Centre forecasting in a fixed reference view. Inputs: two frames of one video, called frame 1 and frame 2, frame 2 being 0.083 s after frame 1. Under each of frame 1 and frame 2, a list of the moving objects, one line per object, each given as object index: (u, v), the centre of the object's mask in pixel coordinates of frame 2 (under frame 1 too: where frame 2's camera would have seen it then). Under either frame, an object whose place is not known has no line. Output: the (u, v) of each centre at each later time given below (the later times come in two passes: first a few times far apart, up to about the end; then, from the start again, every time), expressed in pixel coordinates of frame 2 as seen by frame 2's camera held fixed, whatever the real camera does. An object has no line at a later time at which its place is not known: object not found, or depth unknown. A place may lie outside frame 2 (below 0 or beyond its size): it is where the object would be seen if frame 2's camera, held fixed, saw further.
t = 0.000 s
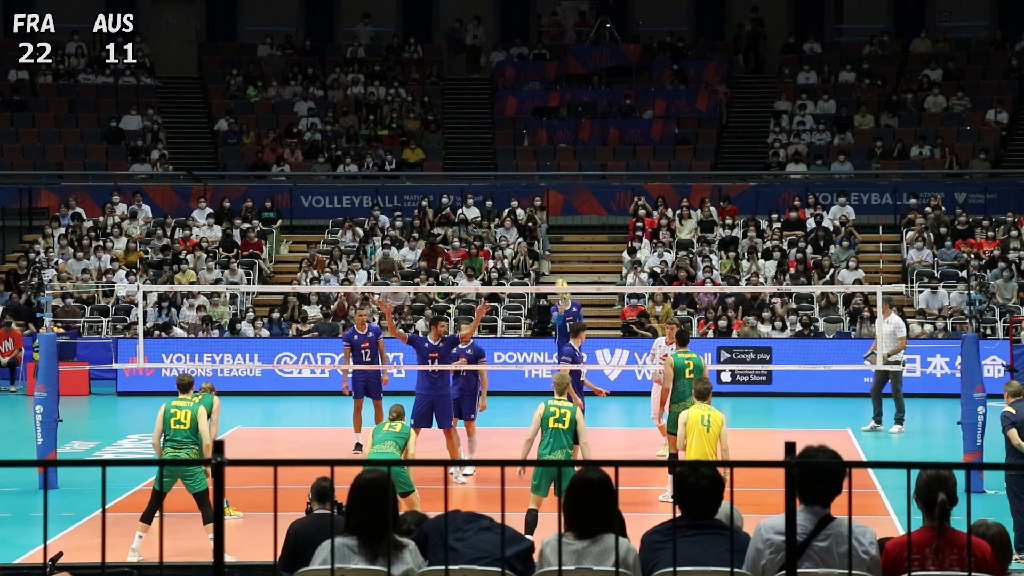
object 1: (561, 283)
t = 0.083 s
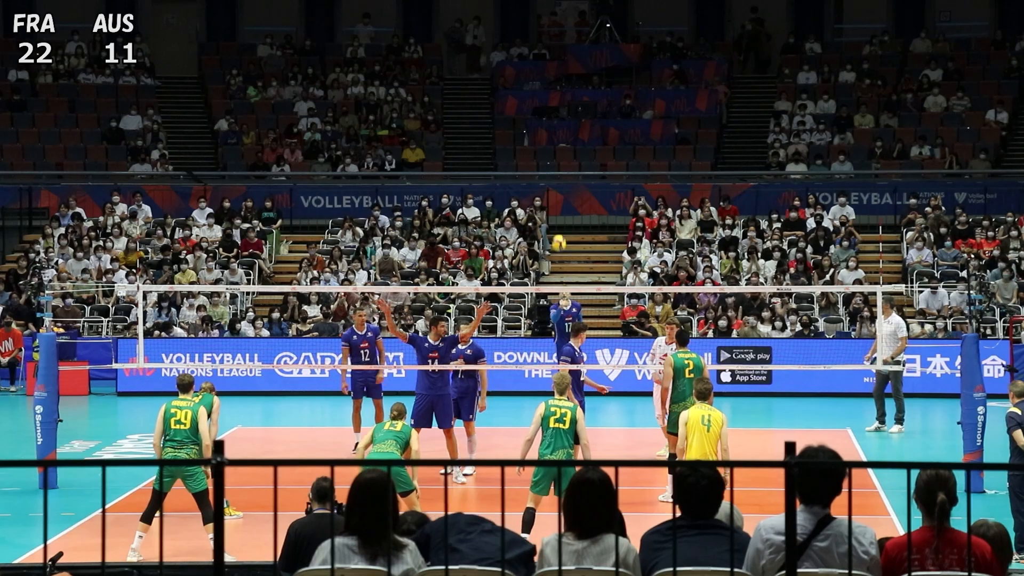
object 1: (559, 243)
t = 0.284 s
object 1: (553, 155)
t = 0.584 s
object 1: (543, 73)
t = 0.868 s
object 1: (534, 48)
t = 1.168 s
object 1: (524, 79)
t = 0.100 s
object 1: (558, 235)
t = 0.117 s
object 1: (558, 226)
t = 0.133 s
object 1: (558, 218)
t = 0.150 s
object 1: (557, 211)
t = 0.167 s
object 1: (556, 204)
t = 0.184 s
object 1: (556, 196)
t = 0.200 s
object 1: (556, 188)
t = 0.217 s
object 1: (555, 182)
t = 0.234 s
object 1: (554, 175)
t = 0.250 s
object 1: (554, 168)
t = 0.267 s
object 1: (554, 162)
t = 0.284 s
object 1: (553, 155)
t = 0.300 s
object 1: (552, 149)
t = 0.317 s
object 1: (552, 144)
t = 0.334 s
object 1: (552, 138)
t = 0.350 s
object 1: (551, 132)
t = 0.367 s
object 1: (550, 127)
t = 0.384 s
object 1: (550, 122)
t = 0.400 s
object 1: (549, 117)
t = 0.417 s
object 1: (549, 112)
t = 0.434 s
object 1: (548, 107)
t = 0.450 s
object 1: (548, 103)
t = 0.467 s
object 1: (547, 98)
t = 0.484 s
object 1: (547, 94)
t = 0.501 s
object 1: (546, 90)
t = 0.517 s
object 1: (545, 86)
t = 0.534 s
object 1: (545, 83)
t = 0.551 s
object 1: (545, 79)
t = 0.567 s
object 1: (544, 76)
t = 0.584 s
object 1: (543, 73)
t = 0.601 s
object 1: (543, 70)
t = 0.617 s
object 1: (543, 67)
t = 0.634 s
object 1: (542, 65)
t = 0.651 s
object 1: (541, 62)
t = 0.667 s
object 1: (541, 60)
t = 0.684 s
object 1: (540, 58)
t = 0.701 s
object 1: (540, 56)
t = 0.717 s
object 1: (539, 55)
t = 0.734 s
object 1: (538, 53)
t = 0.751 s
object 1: (538, 52)
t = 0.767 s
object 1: (537, 51)
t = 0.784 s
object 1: (536, 50)
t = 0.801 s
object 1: (536, 49)
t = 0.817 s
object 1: (535, 49)
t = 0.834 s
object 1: (535, 48)
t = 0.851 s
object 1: (534, 48)
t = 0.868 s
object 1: (534, 48)
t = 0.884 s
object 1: (533, 48)
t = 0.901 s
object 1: (533, 49)
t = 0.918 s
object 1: (532, 49)
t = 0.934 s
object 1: (531, 50)
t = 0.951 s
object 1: (531, 51)
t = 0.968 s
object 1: (530, 52)
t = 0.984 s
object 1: (530, 53)
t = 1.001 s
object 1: (529, 54)
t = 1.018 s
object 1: (529, 56)
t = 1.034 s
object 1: (528, 58)
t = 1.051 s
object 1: (528, 60)
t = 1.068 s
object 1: (527, 62)
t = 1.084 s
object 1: (526, 65)
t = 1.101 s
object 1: (526, 67)
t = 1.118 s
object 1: (525, 70)
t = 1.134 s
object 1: (525, 73)
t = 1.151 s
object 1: (524, 76)
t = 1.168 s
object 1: (524, 79)
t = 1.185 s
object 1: (523, 83)
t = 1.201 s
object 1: (522, 86)
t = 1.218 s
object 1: (522, 90)
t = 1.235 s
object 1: (521, 94)
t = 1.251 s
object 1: (521, 99)
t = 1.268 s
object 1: (520, 103)
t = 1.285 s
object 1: (520, 108)
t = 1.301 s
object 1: (519, 113)
